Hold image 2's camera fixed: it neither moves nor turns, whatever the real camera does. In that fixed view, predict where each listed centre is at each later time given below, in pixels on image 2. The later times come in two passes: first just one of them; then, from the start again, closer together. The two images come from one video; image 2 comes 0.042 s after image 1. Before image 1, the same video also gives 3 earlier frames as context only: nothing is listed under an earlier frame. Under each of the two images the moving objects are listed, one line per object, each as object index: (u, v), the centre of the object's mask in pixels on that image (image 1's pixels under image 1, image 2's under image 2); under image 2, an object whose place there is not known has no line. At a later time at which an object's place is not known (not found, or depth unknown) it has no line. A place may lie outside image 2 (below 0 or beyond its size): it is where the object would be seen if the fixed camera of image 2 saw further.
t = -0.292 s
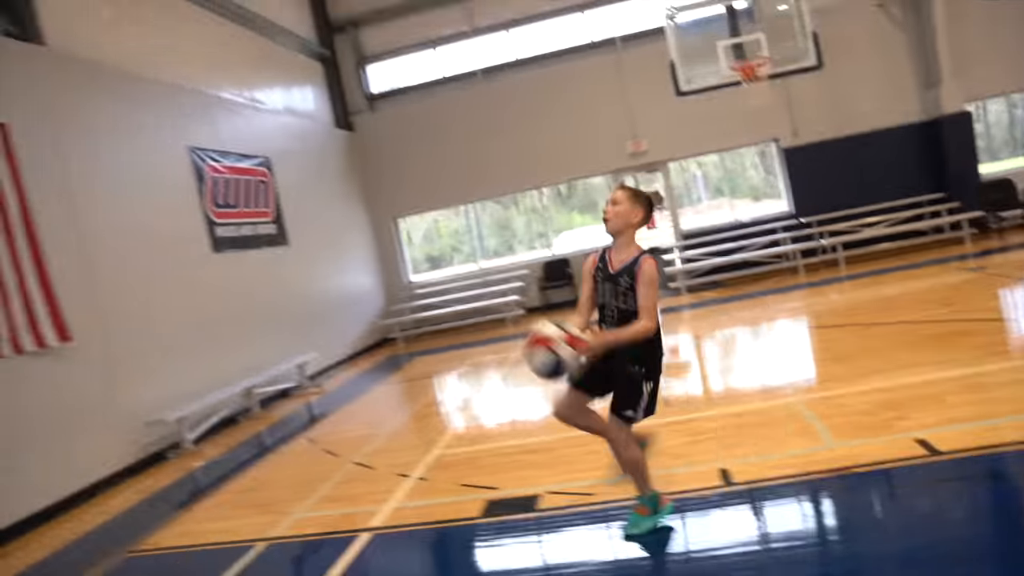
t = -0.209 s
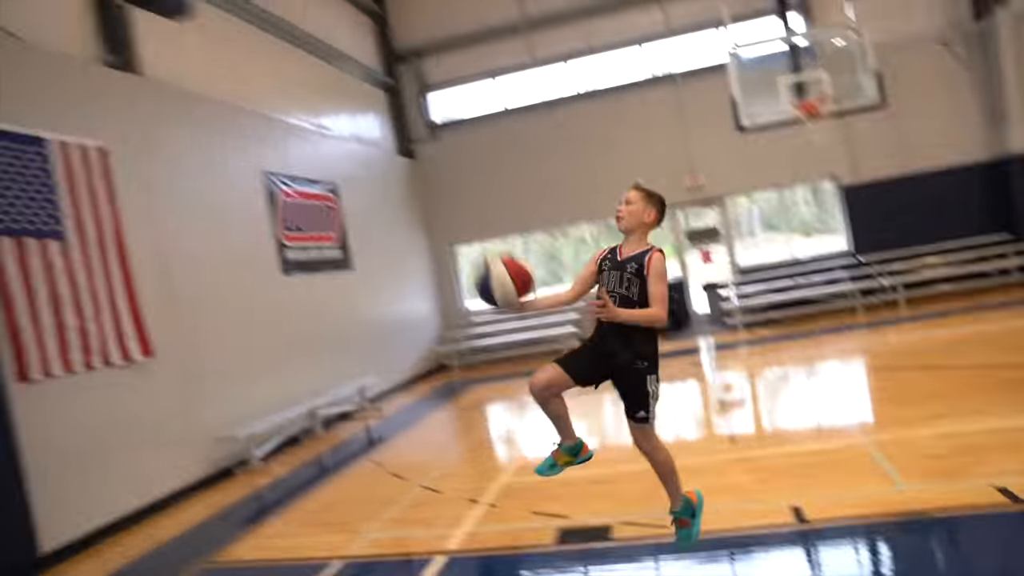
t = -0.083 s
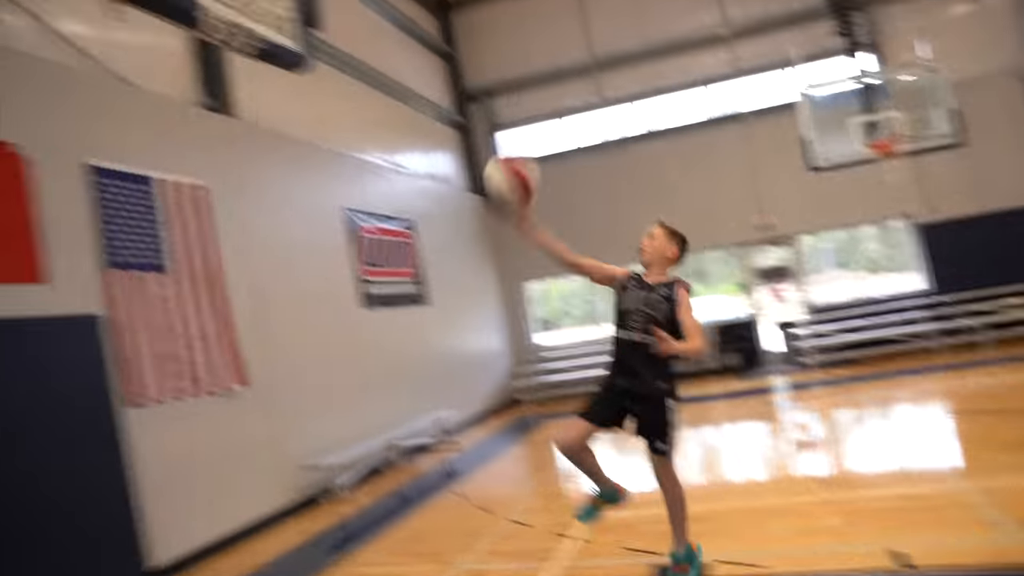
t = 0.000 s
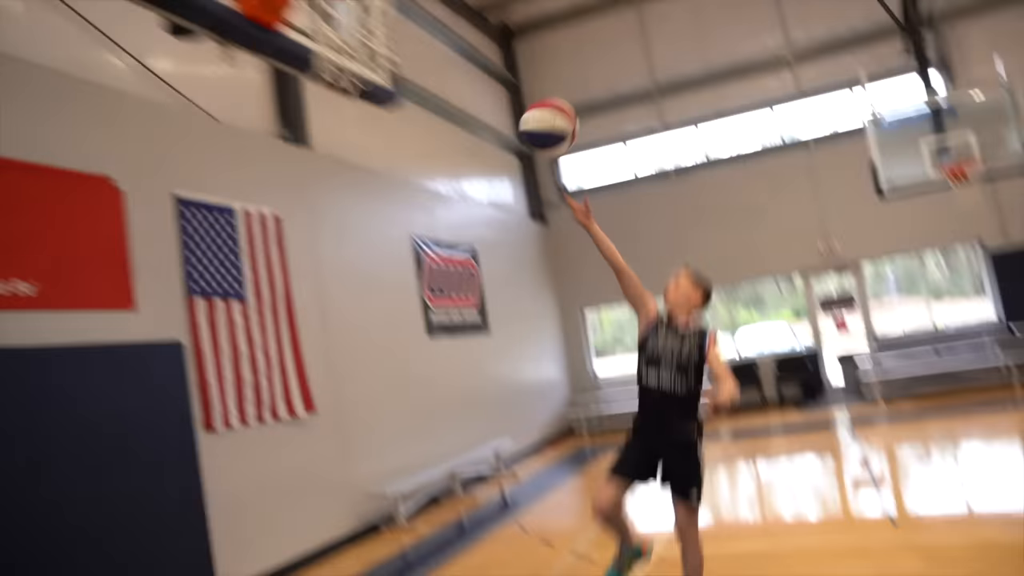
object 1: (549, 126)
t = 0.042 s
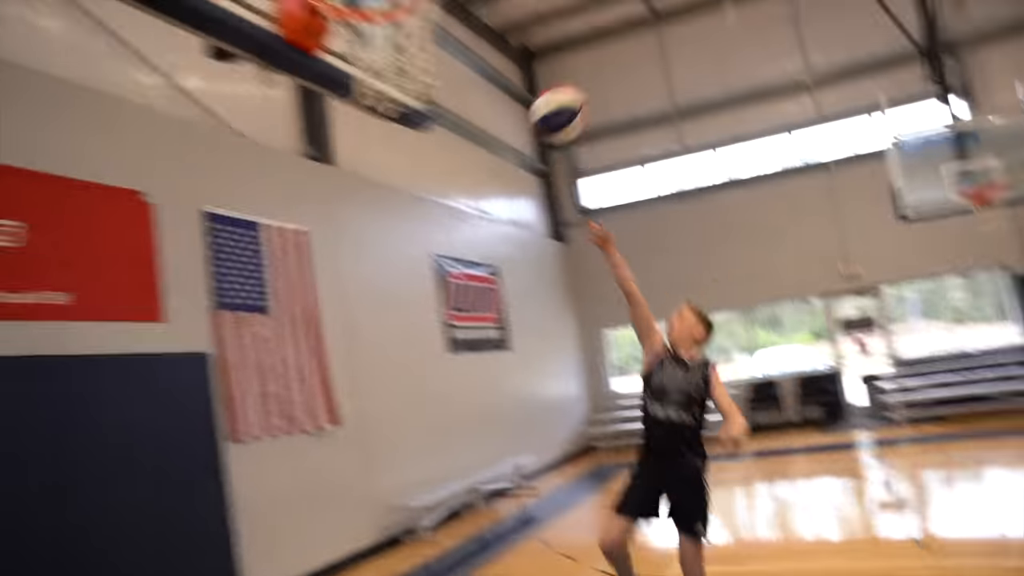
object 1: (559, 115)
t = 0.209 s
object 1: (510, 4)
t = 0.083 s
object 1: (548, 80)
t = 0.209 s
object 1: (510, 4)
